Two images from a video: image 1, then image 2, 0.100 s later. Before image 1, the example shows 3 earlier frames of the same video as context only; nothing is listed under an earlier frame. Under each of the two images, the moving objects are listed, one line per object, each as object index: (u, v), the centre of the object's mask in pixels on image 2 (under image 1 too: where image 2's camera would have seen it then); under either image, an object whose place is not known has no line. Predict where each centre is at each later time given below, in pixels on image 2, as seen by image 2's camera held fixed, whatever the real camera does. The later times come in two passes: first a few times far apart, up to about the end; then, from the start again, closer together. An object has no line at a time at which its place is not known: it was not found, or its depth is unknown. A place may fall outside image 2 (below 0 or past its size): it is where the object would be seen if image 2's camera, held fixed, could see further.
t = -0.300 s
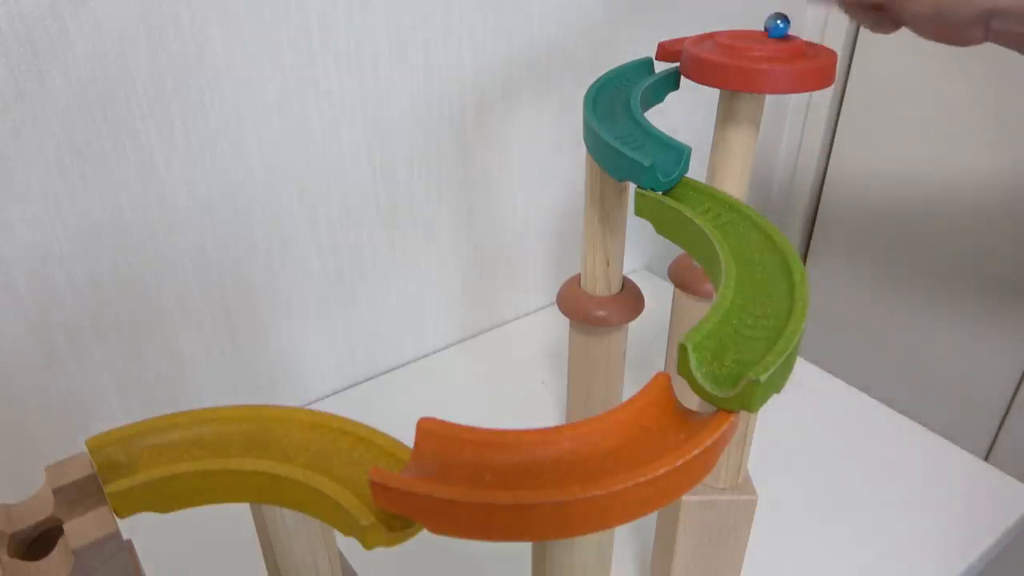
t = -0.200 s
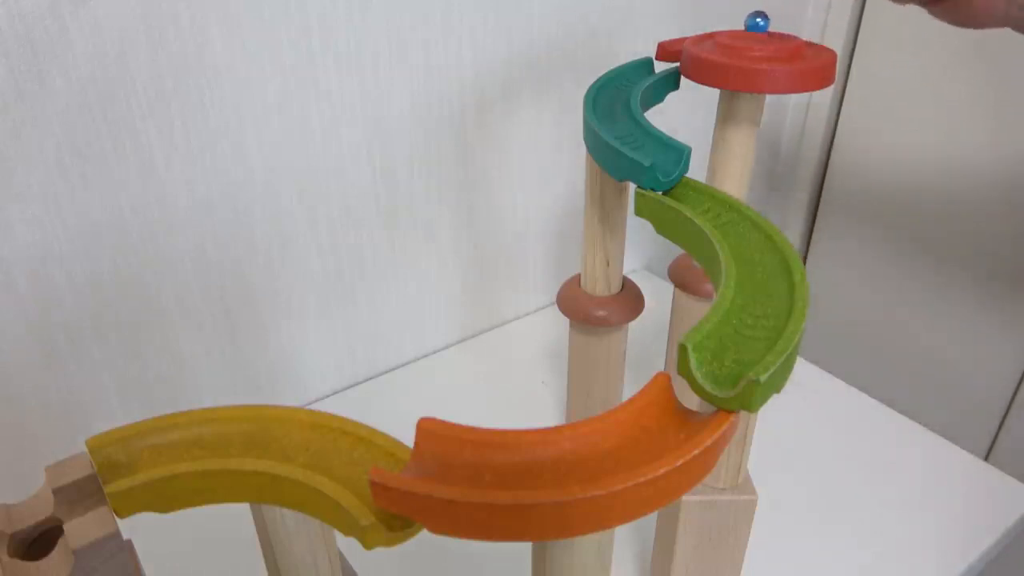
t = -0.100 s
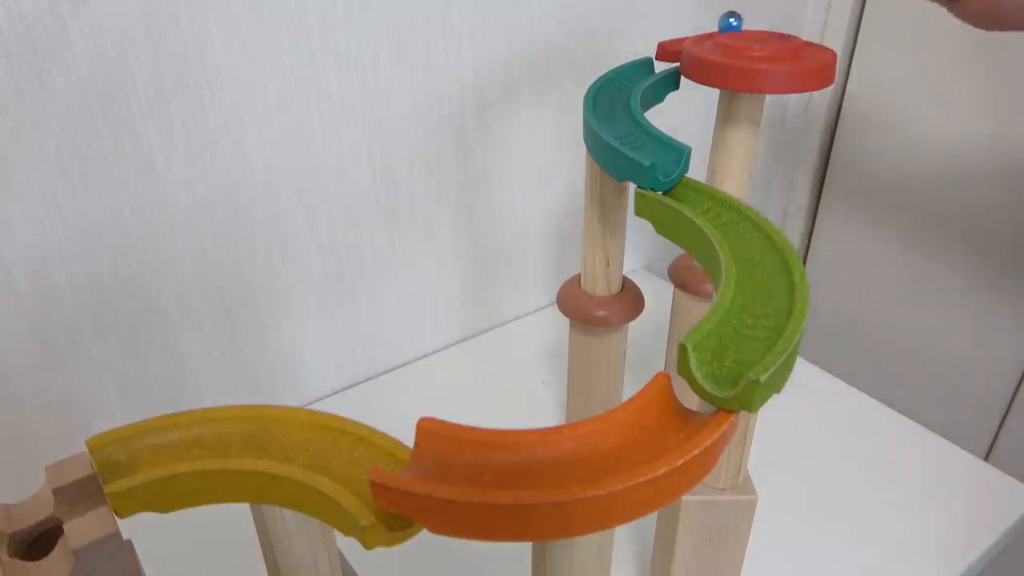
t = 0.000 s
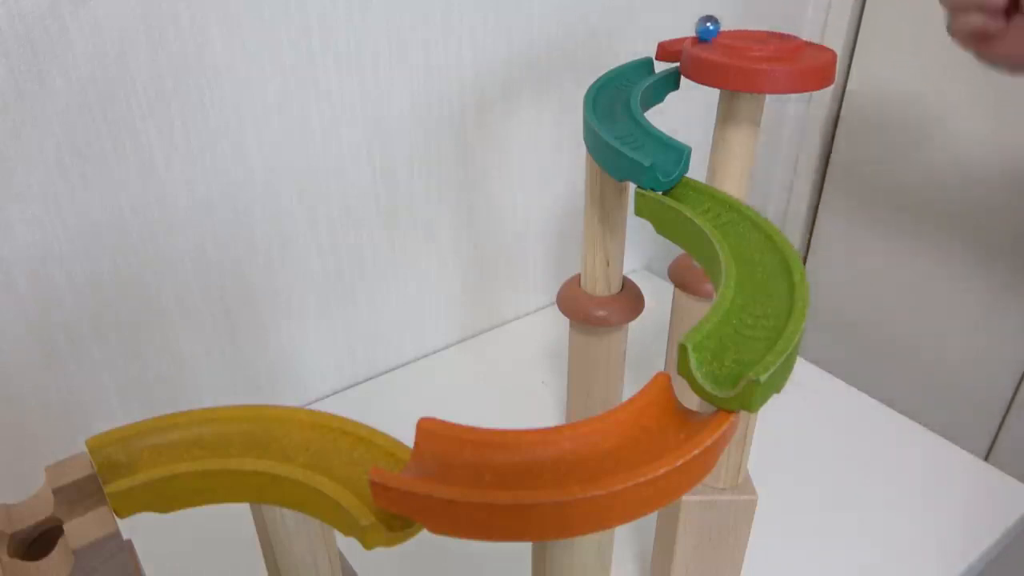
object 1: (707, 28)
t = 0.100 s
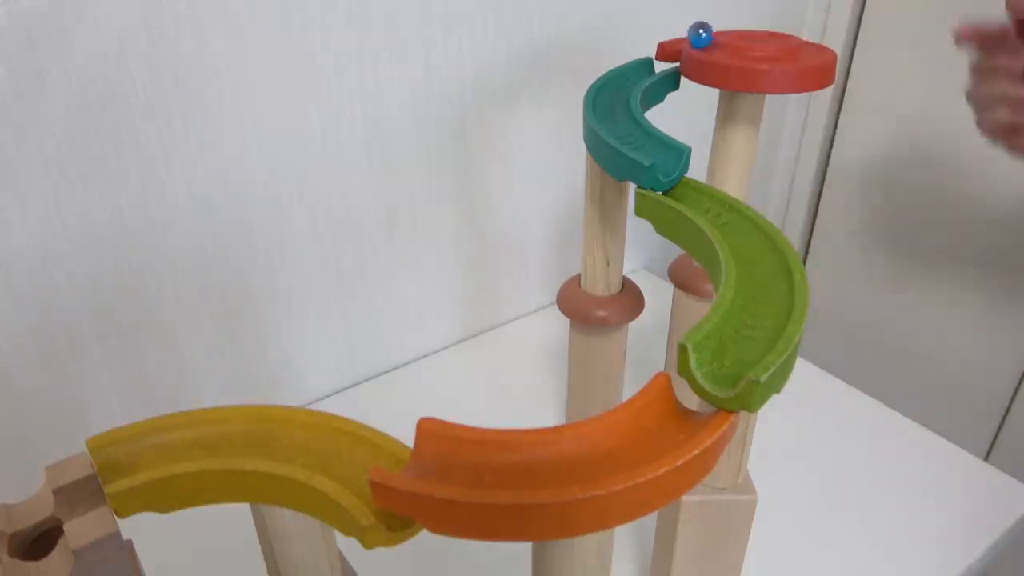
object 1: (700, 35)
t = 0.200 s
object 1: (713, 42)
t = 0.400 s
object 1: (773, 50)
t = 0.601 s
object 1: (818, 44)
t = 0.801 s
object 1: (801, 29)
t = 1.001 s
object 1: (725, 23)
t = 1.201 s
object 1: (644, 67)
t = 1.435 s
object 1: (608, 100)
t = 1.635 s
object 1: (636, 139)
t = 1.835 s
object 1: (715, 210)
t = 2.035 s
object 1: (761, 258)
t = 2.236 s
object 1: (757, 308)
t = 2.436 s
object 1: (738, 336)
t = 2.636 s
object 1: (644, 424)
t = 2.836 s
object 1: (493, 466)
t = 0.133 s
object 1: (702, 37)
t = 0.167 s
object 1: (706, 40)
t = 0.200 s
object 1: (713, 42)
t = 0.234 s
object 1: (721, 44)
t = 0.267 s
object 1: (730, 48)
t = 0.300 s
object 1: (741, 48)
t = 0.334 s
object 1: (751, 49)
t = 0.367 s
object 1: (762, 51)
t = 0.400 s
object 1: (773, 50)
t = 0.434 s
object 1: (784, 49)
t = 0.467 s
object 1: (792, 50)
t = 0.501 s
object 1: (801, 49)
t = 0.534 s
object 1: (809, 47)
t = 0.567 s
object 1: (814, 46)
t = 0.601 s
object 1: (818, 44)
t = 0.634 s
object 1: (820, 43)
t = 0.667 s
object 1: (820, 40)
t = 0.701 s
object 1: (818, 38)
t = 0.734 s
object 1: (814, 36)
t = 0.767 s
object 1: (809, 33)
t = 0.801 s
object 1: (801, 29)
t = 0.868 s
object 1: (781, 25)
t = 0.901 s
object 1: (767, 23)
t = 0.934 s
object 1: (754, 23)
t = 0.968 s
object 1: (739, 23)
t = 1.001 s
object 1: (725, 23)
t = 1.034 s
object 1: (710, 24)
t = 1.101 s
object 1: (682, 32)
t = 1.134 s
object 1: (674, 36)
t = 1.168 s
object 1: (664, 50)
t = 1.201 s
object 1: (644, 67)
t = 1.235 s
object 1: (633, 69)
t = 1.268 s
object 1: (627, 75)
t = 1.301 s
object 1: (622, 80)
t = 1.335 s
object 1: (617, 85)
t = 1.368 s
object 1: (612, 90)
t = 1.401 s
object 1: (609, 95)
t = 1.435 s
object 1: (608, 100)
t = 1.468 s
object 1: (608, 106)
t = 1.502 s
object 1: (611, 113)
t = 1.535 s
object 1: (615, 121)
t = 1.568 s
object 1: (621, 126)
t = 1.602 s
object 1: (628, 133)
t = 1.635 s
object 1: (636, 139)
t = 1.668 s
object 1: (647, 148)
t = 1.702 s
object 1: (662, 158)
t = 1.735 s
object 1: (678, 171)
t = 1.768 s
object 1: (694, 193)
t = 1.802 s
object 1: (701, 200)
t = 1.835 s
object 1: (715, 210)
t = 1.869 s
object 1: (731, 216)
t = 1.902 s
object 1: (741, 224)
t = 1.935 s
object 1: (746, 233)
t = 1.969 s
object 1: (750, 241)
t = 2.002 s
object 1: (755, 249)
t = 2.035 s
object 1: (761, 258)
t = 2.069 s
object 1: (766, 267)
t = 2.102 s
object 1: (768, 277)
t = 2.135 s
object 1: (768, 285)
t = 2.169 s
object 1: (764, 294)
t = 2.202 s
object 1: (761, 301)
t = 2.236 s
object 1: (757, 308)
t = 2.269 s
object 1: (756, 314)
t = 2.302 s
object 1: (754, 320)
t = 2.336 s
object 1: (752, 324)
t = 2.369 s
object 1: (749, 329)
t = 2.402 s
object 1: (744, 332)
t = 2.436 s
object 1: (738, 336)
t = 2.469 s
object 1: (734, 342)
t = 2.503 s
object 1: (729, 352)
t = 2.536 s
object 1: (719, 366)
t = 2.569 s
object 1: (703, 389)
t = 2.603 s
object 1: (679, 416)
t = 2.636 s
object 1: (644, 424)
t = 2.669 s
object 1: (626, 442)
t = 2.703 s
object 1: (606, 454)
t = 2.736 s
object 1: (579, 460)
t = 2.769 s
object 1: (551, 462)
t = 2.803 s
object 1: (521, 464)
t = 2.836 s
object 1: (493, 466)
